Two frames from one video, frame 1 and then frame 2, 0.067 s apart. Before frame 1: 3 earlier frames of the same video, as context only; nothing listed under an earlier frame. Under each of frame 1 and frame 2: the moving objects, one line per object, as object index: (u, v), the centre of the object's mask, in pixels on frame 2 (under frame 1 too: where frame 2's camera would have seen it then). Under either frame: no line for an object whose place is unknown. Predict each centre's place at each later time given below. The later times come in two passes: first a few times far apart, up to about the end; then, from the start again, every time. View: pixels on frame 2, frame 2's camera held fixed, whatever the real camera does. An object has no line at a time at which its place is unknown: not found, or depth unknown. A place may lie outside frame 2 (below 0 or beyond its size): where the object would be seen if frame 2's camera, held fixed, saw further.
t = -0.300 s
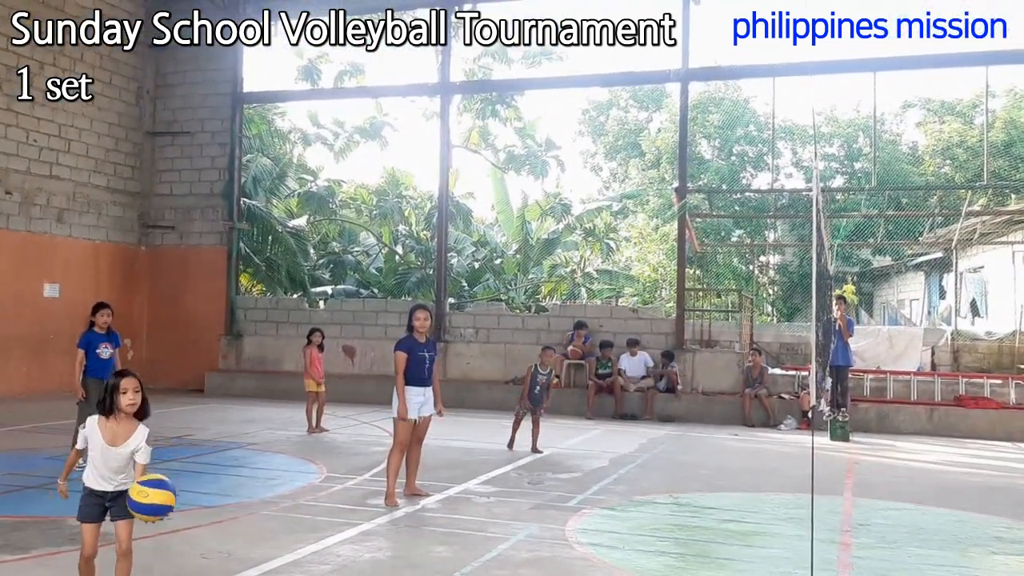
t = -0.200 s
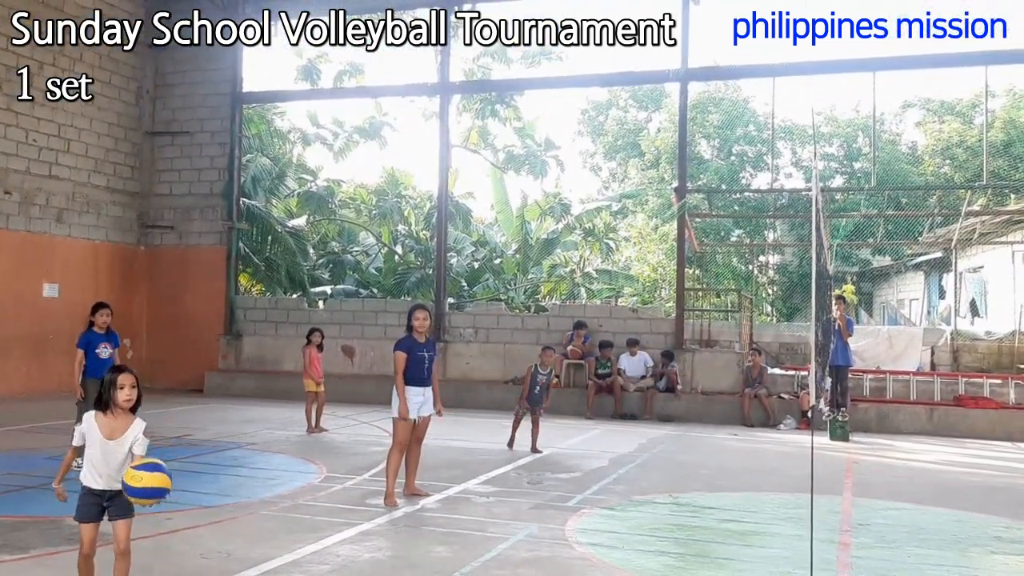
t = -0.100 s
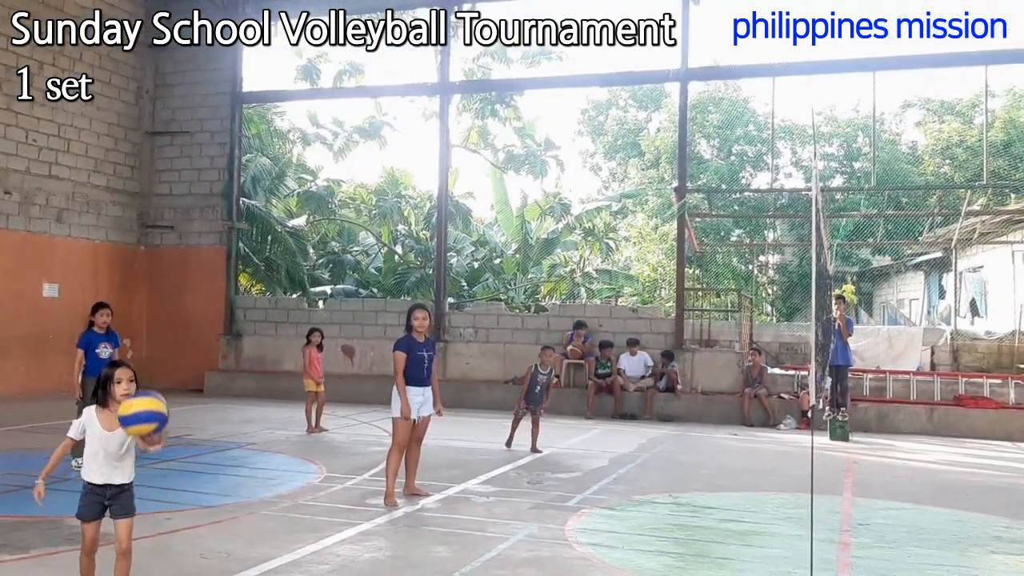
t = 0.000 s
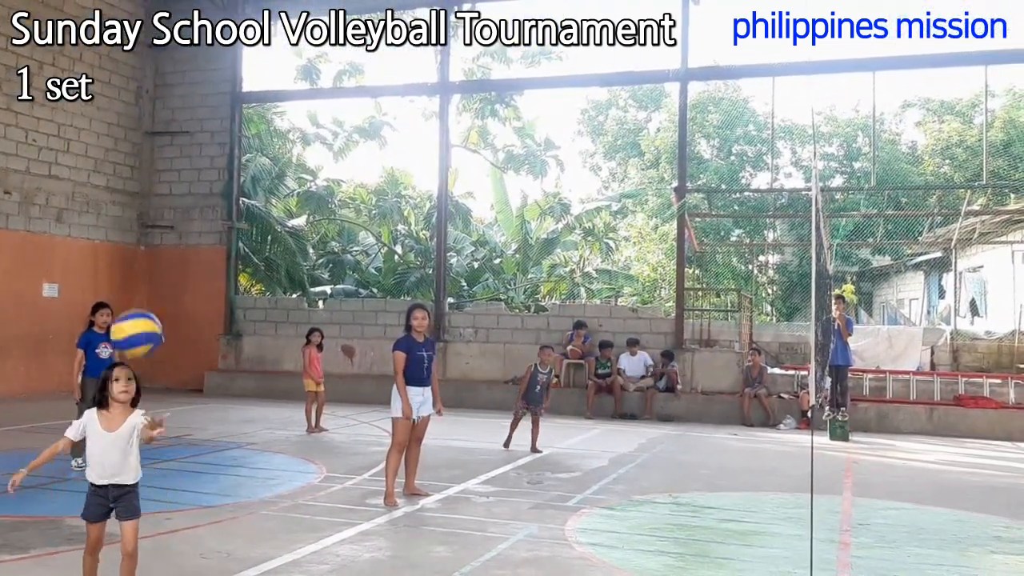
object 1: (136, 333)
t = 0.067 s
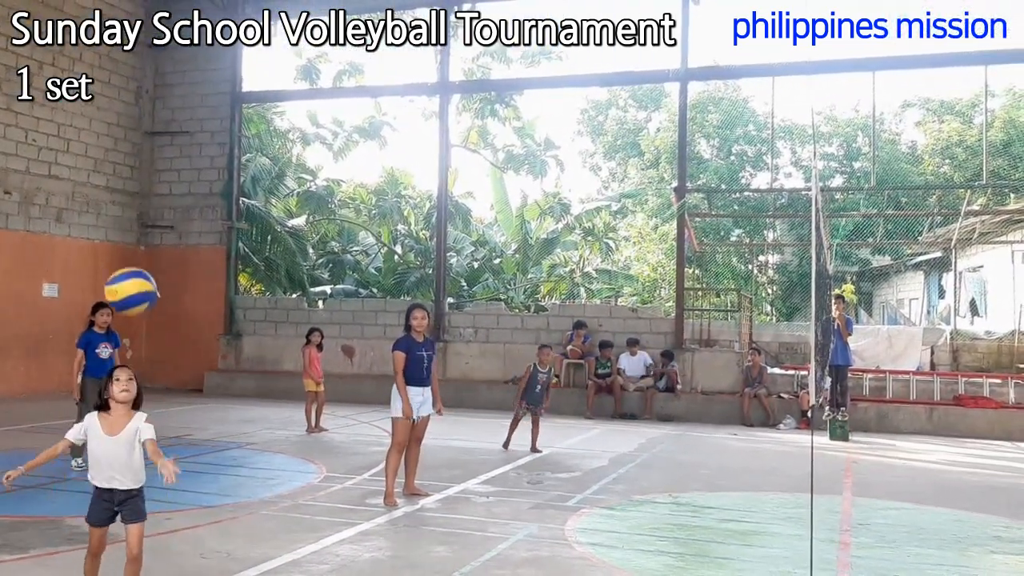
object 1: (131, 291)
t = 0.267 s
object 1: (112, 224)
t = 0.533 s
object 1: (79, 276)
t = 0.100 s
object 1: (128, 274)
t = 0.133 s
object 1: (125, 259)
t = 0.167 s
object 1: (122, 246)
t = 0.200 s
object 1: (118, 236)
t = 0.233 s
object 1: (115, 229)
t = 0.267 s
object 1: (112, 224)
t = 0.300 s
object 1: (108, 221)
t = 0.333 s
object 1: (104, 221)
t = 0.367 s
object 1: (100, 224)
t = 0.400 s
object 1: (96, 228)
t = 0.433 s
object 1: (92, 236)
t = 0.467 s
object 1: (88, 247)
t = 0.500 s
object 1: (83, 260)
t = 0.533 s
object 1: (79, 276)
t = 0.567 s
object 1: (74, 295)
